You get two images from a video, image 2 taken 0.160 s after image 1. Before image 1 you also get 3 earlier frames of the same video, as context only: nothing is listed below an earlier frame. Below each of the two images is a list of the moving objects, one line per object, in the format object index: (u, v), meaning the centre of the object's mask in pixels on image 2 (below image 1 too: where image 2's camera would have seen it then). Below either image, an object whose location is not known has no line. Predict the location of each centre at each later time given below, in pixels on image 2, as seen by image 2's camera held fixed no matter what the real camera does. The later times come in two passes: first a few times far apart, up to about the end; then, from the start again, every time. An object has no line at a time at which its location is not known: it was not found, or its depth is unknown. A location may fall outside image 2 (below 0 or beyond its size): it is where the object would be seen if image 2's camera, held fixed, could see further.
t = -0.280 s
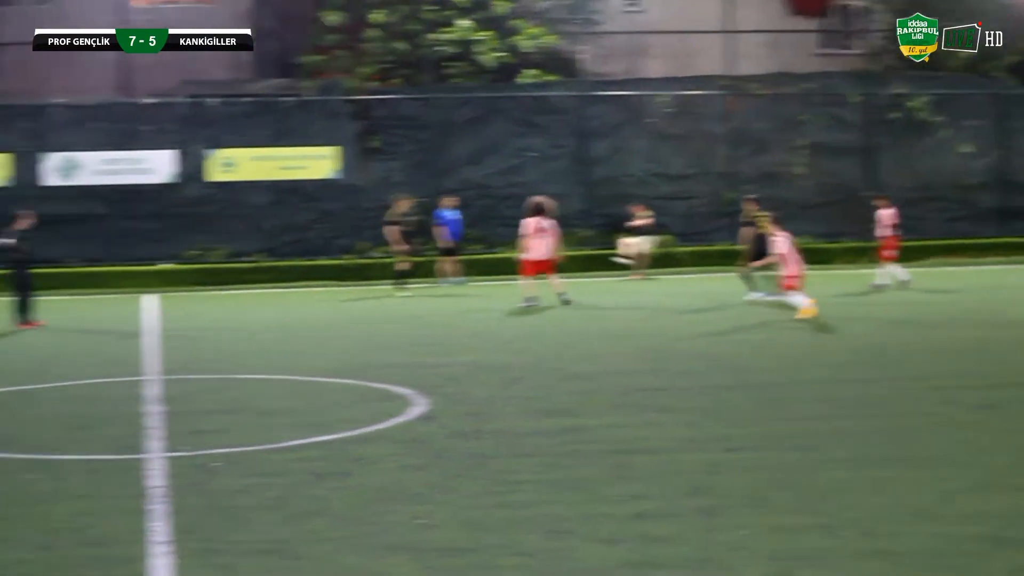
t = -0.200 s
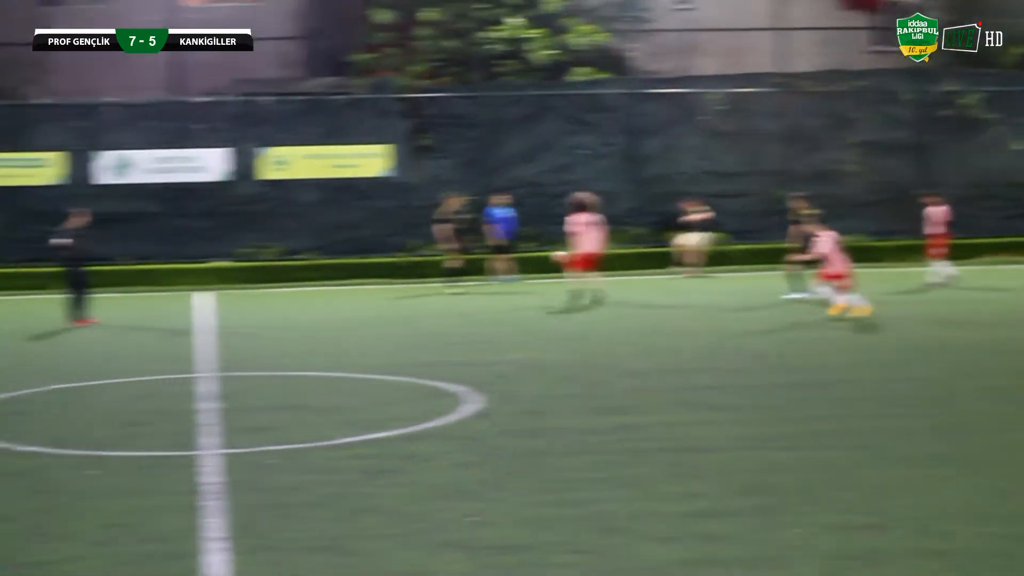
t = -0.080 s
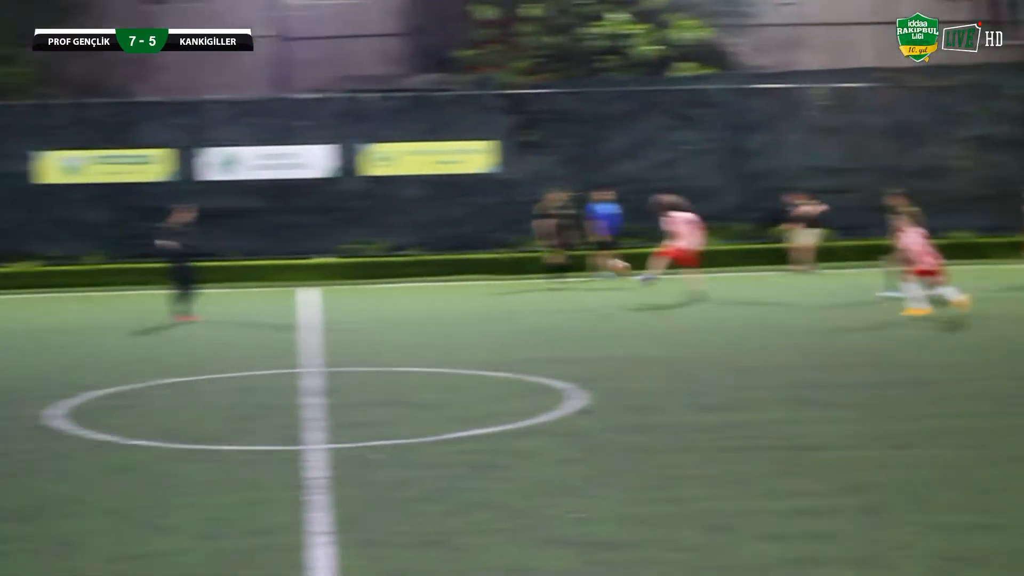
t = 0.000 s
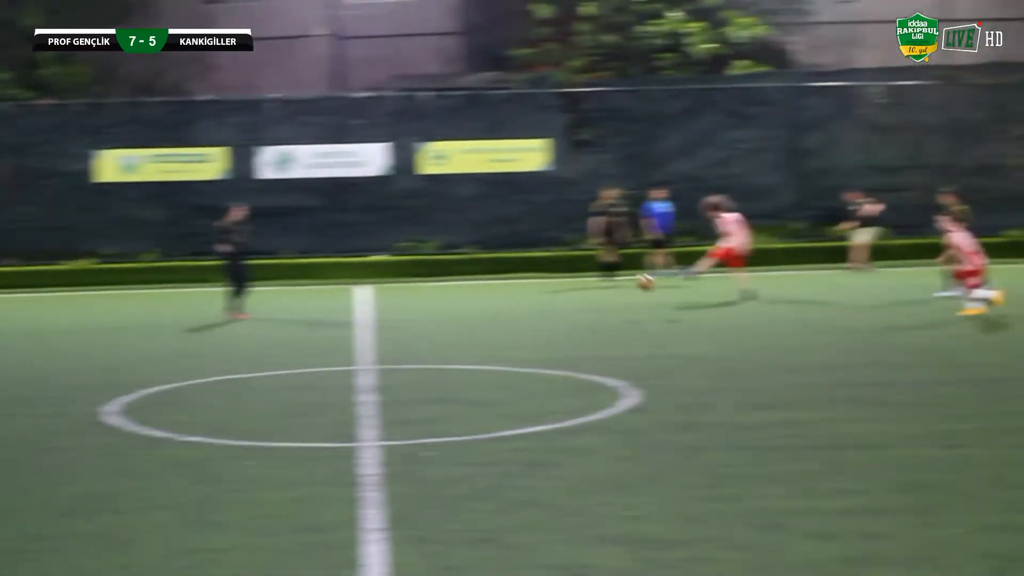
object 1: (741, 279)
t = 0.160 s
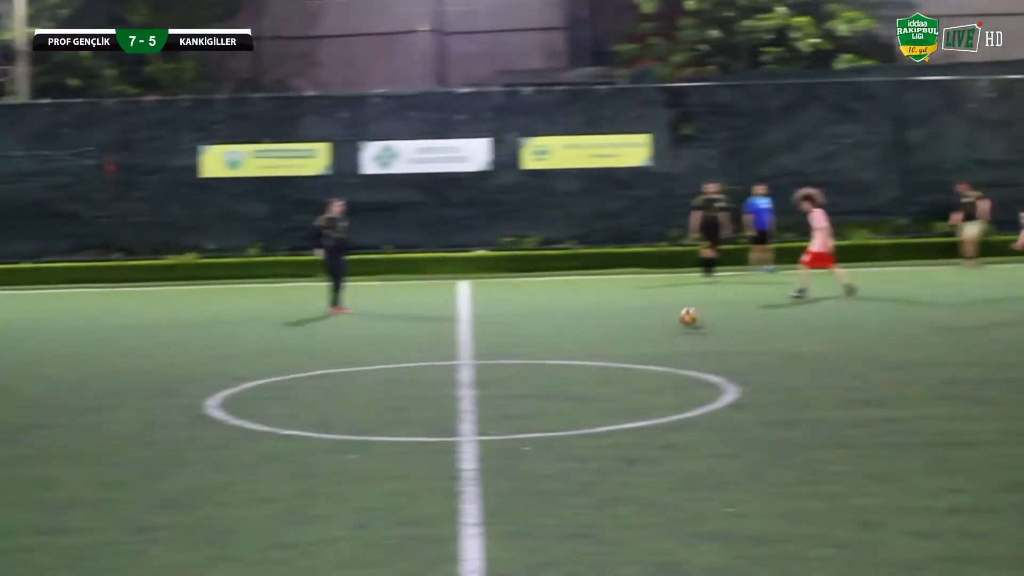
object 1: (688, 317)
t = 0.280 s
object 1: (653, 308)
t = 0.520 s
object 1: (582, 335)
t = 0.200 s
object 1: (677, 312)
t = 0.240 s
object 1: (666, 309)
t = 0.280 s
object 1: (653, 308)
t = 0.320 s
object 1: (642, 308)
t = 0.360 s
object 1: (630, 310)
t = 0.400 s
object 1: (618, 314)
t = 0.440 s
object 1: (606, 319)
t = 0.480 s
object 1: (594, 326)
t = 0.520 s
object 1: (582, 335)
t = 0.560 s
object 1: (570, 348)
